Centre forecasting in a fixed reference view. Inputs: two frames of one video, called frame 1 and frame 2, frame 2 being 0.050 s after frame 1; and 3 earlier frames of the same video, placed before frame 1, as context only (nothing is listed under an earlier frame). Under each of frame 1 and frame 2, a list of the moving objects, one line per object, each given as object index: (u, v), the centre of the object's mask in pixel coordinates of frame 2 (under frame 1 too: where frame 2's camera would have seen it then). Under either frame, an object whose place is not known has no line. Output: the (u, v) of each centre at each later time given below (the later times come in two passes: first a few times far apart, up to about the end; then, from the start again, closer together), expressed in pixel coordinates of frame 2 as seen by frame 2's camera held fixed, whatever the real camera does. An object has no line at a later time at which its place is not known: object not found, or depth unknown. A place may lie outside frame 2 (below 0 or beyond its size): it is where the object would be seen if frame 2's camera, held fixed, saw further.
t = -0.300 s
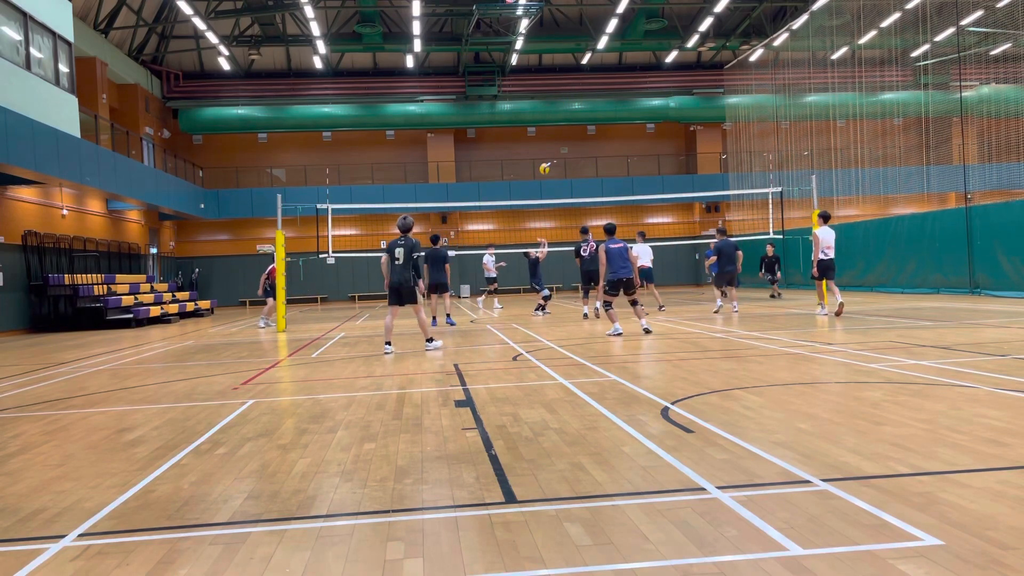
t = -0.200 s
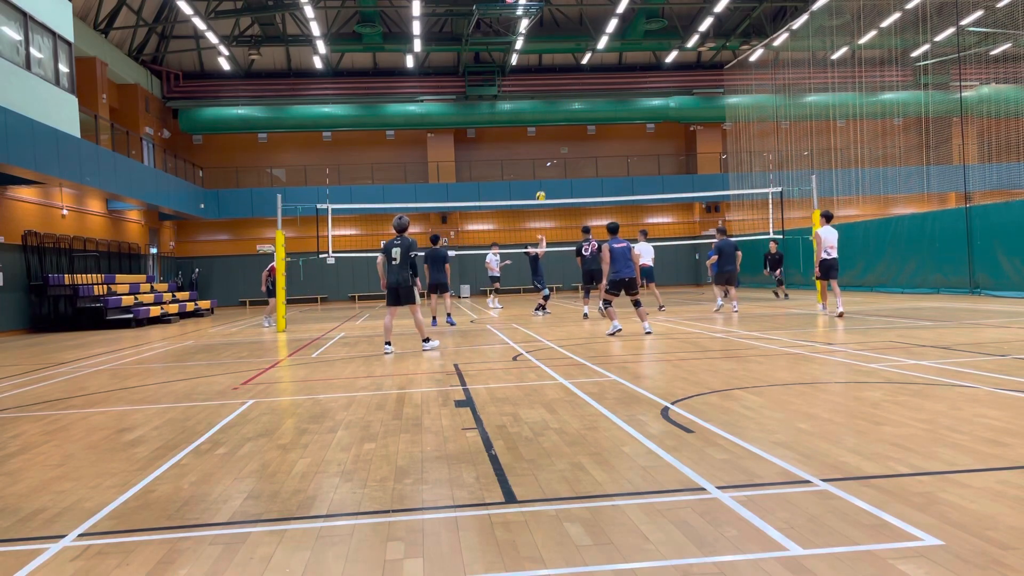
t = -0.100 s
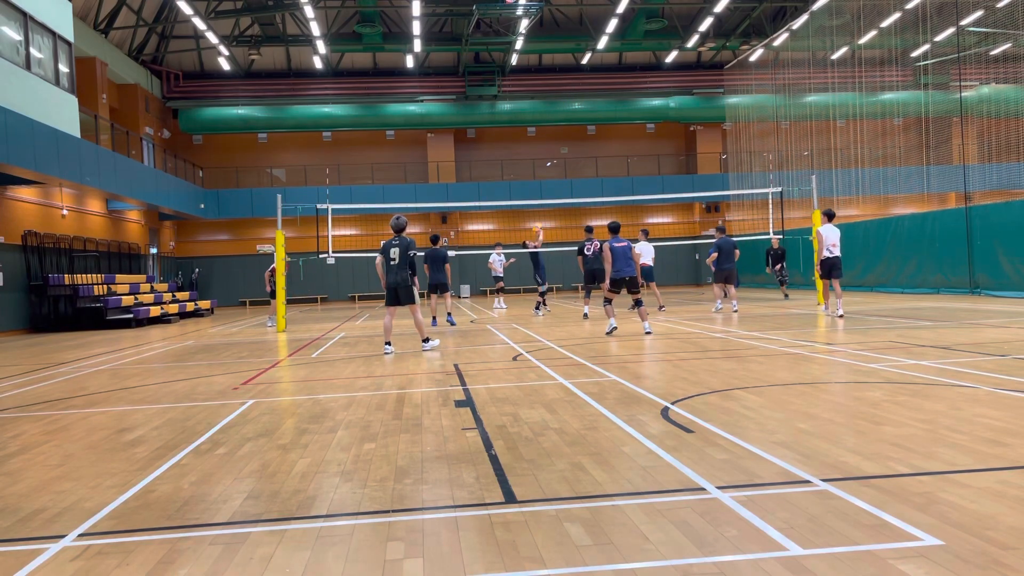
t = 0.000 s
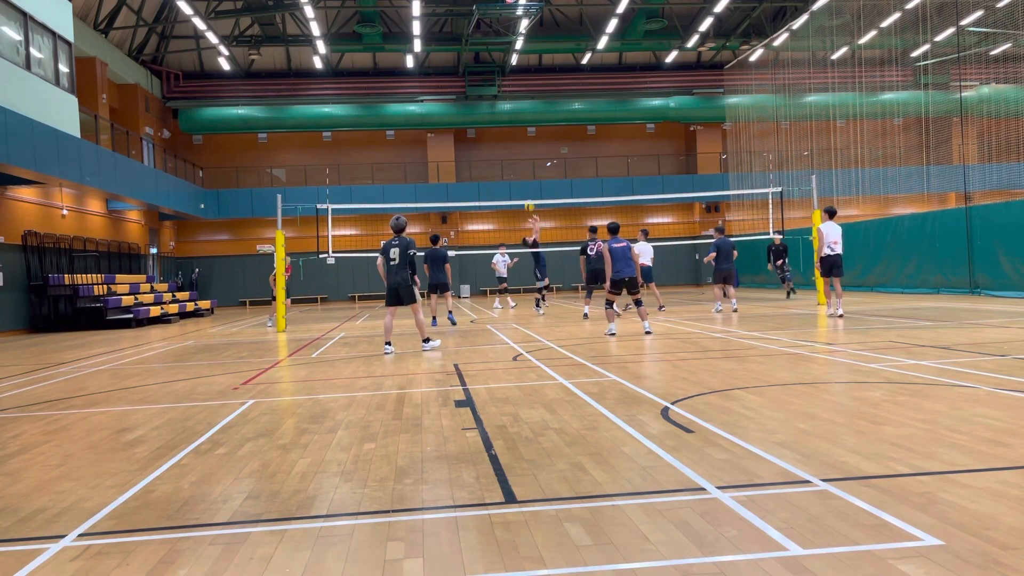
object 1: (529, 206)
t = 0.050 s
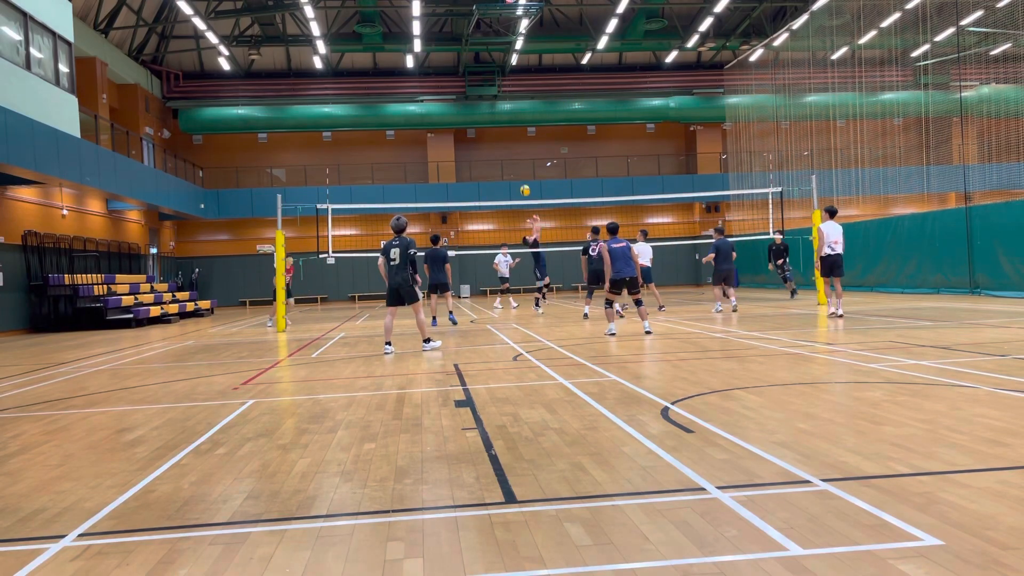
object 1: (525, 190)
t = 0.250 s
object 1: (508, 142)
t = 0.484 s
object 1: (490, 109)
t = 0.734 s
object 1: (471, 103)
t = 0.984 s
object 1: (454, 124)
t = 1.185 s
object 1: (443, 160)
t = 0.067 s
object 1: (524, 186)
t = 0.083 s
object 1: (522, 181)
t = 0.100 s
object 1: (521, 176)
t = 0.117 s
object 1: (519, 172)
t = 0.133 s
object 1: (518, 168)
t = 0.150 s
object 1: (517, 164)
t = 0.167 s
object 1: (515, 160)
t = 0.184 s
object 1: (514, 156)
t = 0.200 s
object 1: (513, 152)
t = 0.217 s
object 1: (511, 149)
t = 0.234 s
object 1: (510, 145)
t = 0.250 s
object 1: (508, 142)
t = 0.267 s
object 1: (507, 139)
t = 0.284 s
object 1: (505, 136)
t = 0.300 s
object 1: (504, 133)
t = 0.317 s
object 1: (503, 130)
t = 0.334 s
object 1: (501, 127)
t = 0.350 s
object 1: (500, 125)
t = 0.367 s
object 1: (499, 123)
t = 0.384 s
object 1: (498, 120)
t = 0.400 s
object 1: (496, 118)
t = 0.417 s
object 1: (495, 116)
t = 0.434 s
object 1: (494, 114)
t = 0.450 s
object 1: (492, 112)
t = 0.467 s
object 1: (491, 111)
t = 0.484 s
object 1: (490, 109)
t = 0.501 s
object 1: (488, 108)
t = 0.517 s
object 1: (487, 107)
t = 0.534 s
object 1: (486, 106)
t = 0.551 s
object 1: (484, 105)
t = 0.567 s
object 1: (483, 104)
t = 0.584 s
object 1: (482, 103)
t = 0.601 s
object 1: (481, 103)
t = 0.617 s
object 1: (479, 102)
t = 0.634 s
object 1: (478, 102)
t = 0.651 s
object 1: (477, 102)
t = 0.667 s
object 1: (476, 102)
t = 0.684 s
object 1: (474, 102)
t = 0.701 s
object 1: (473, 102)
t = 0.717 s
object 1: (472, 102)
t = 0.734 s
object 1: (471, 103)
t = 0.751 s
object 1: (470, 103)
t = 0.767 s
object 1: (469, 104)
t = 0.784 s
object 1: (468, 105)
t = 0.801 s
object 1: (466, 106)
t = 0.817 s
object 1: (465, 107)
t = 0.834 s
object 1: (464, 108)
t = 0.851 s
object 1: (463, 109)
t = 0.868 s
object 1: (462, 111)
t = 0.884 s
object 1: (461, 112)
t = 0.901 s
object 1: (460, 114)
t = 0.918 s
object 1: (459, 116)
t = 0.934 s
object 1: (457, 118)
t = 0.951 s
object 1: (456, 120)
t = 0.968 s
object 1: (455, 122)
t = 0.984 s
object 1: (454, 124)
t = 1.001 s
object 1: (453, 127)
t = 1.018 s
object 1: (452, 129)
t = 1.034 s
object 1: (451, 132)
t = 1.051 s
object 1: (450, 134)
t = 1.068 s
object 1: (449, 137)
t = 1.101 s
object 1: (447, 143)
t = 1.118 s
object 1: (446, 146)
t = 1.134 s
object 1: (445, 150)
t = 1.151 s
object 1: (444, 153)
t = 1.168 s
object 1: (444, 157)
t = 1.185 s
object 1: (443, 160)
